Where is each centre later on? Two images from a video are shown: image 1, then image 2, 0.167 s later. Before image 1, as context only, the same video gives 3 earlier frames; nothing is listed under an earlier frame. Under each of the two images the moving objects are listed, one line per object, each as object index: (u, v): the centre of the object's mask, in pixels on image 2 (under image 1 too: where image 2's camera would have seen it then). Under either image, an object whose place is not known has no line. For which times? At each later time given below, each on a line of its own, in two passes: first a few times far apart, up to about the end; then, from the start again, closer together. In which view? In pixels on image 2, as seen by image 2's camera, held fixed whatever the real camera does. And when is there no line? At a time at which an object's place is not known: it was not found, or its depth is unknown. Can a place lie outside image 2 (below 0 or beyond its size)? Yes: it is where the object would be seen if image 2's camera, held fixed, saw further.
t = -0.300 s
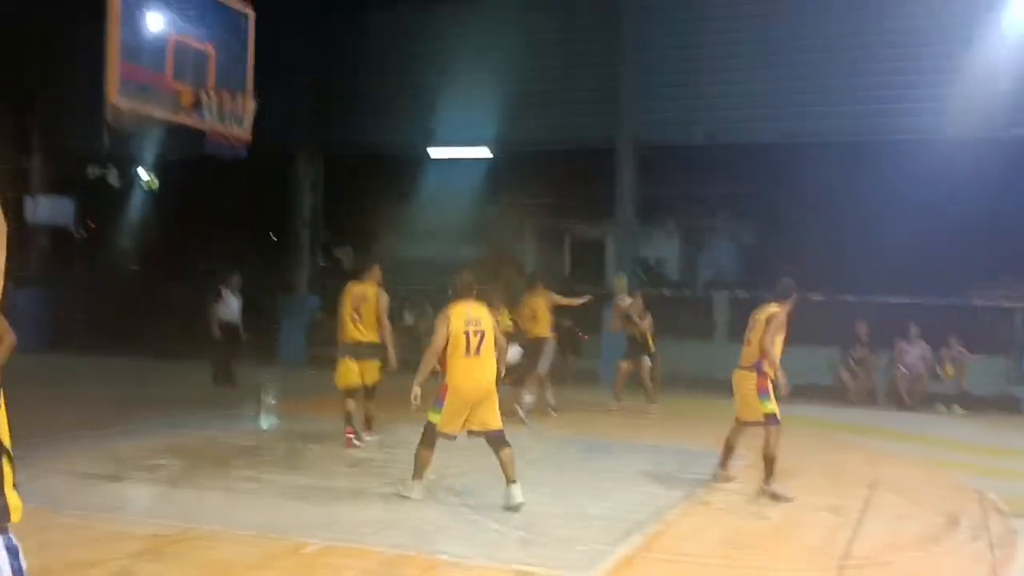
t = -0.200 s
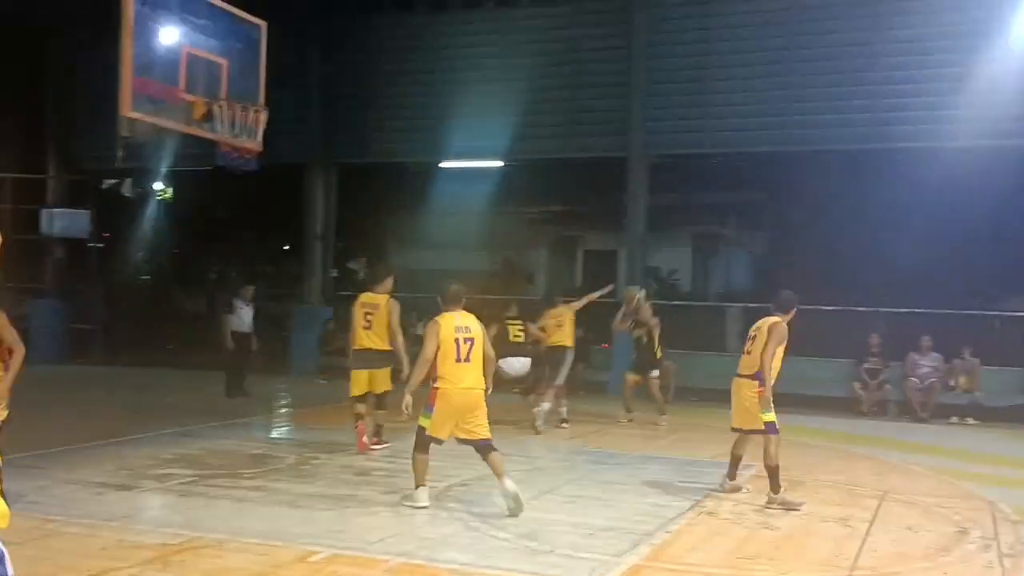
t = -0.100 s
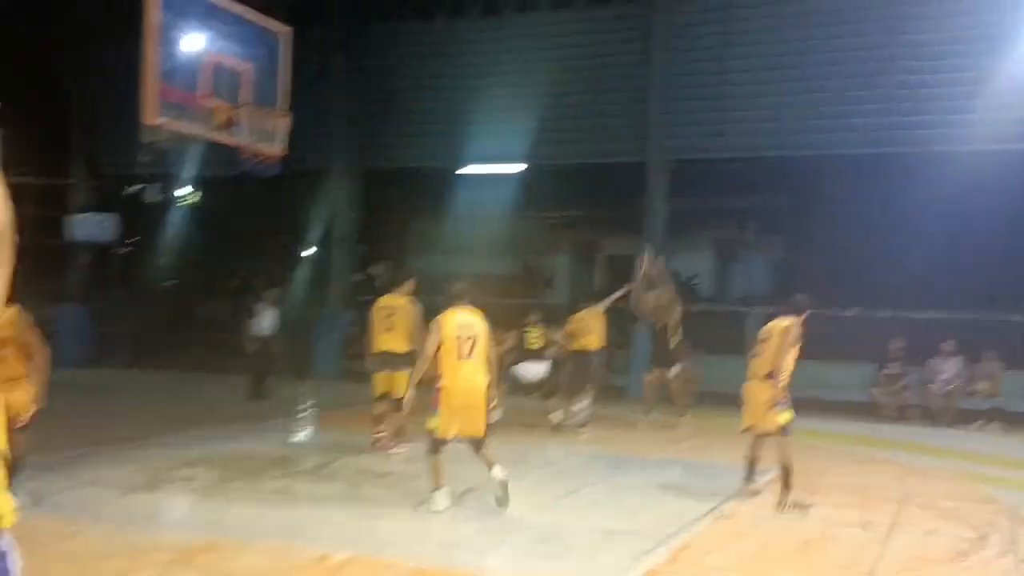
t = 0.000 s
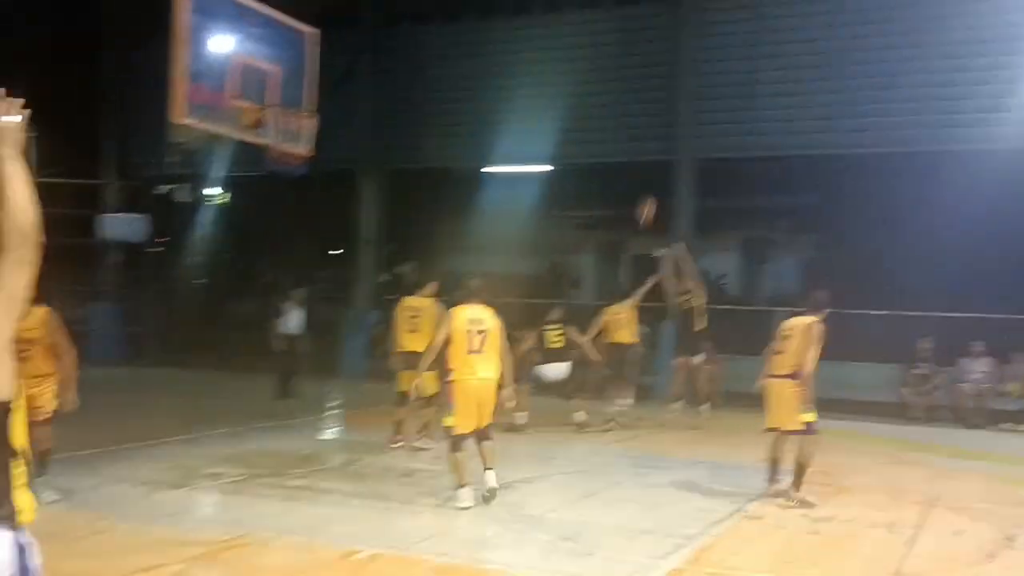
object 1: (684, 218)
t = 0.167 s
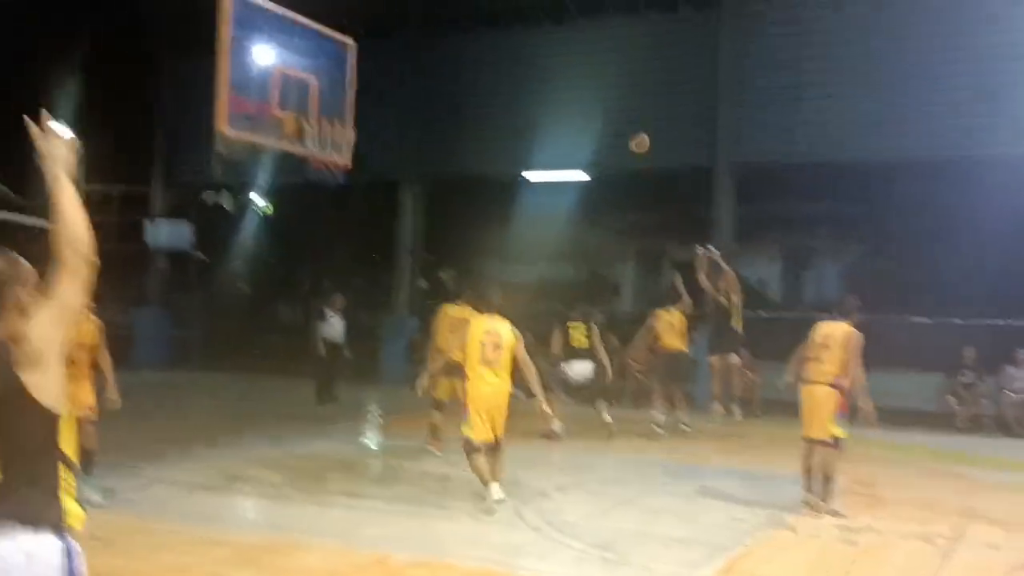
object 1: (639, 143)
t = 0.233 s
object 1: (621, 119)
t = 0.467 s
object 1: (547, 57)
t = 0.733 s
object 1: (451, 45)
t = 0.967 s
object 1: (356, 92)
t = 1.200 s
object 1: (286, 161)
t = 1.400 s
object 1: (257, 212)
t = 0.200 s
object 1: (630, 130)
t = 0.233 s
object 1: (621, 119)
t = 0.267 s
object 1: (611, 107)
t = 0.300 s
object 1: (602, 96)
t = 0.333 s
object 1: (592, 86)
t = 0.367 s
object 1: (582, 77)
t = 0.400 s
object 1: (570, 69)
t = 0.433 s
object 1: (559, 62)
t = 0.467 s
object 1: (547, 57)
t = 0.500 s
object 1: (537, 52)
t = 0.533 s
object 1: (526, 48)
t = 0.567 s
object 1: (514, 45)
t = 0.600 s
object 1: (501, 42)
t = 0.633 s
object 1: (489, 41)
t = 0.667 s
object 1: (477, 41)
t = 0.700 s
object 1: (464, 42)
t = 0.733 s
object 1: (451, 45)
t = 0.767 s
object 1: (438, 48)
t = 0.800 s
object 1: (425, 52)
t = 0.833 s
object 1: (412, 58)
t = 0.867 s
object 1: (398, 64)
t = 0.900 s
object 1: (384, 72)
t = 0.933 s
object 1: (370, 82)
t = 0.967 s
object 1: (356, 92)
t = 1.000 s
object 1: (342, 104)
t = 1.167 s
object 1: (292, 153)
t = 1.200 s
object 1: (286, 161)
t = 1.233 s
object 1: (283, 164)
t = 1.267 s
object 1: (278, 169)
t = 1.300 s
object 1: (273, 177)
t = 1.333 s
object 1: (270, 187)
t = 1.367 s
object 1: (264, 199)
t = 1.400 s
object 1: (257, 212)
